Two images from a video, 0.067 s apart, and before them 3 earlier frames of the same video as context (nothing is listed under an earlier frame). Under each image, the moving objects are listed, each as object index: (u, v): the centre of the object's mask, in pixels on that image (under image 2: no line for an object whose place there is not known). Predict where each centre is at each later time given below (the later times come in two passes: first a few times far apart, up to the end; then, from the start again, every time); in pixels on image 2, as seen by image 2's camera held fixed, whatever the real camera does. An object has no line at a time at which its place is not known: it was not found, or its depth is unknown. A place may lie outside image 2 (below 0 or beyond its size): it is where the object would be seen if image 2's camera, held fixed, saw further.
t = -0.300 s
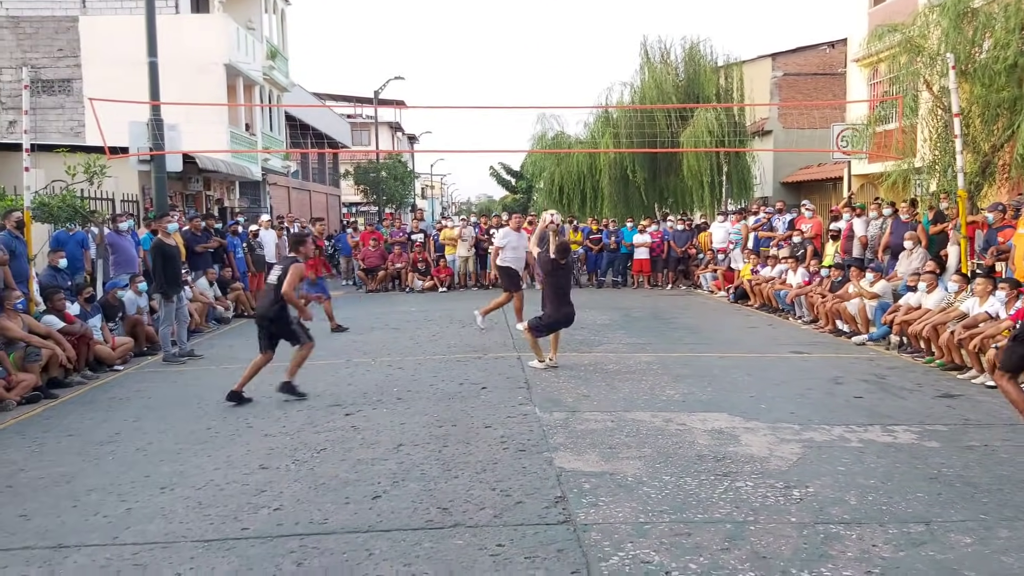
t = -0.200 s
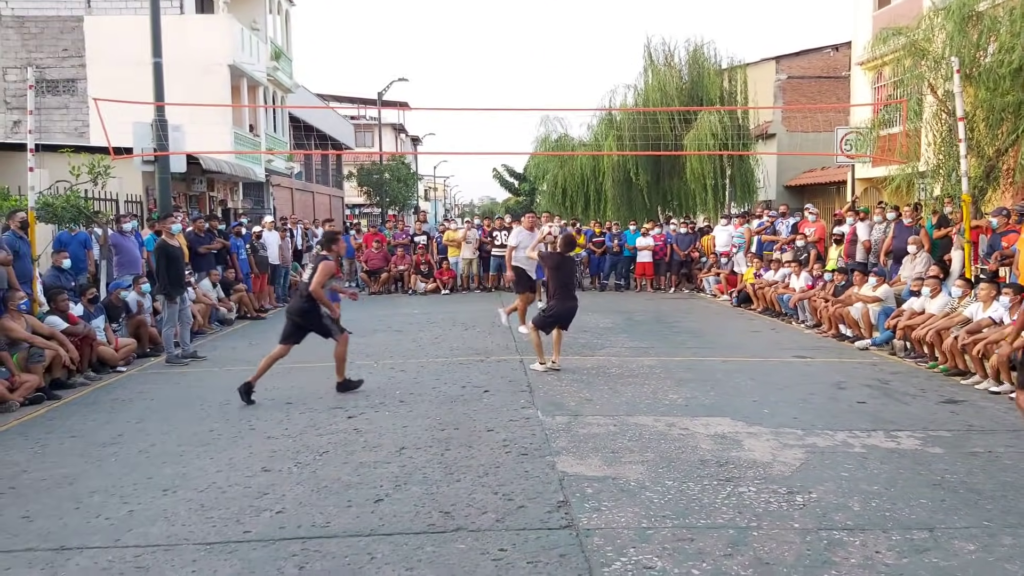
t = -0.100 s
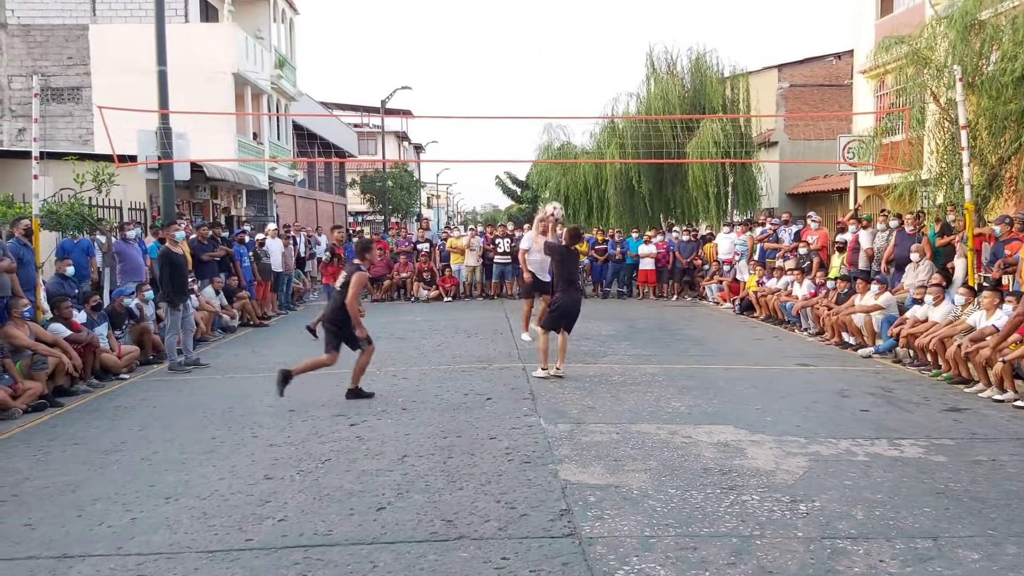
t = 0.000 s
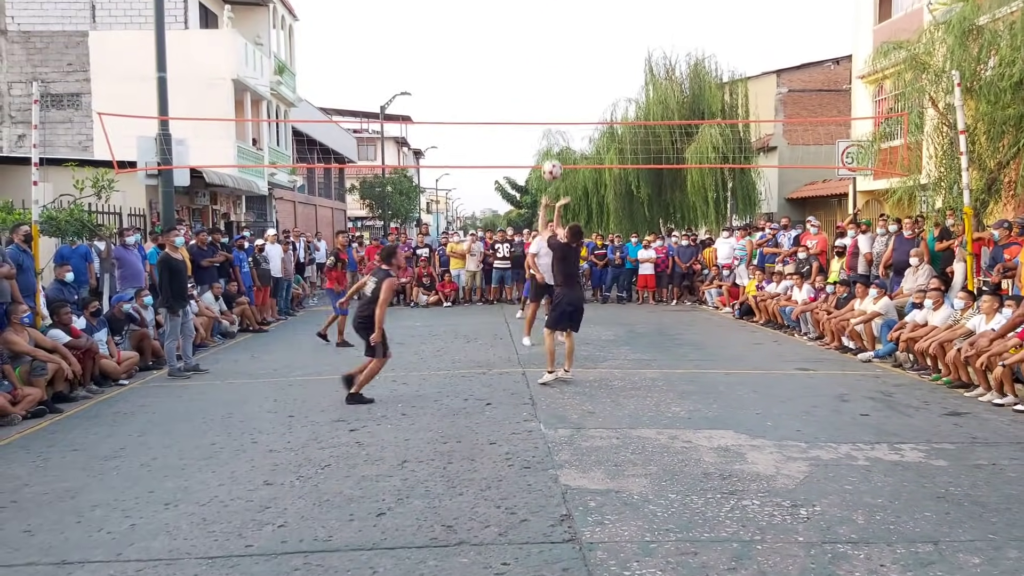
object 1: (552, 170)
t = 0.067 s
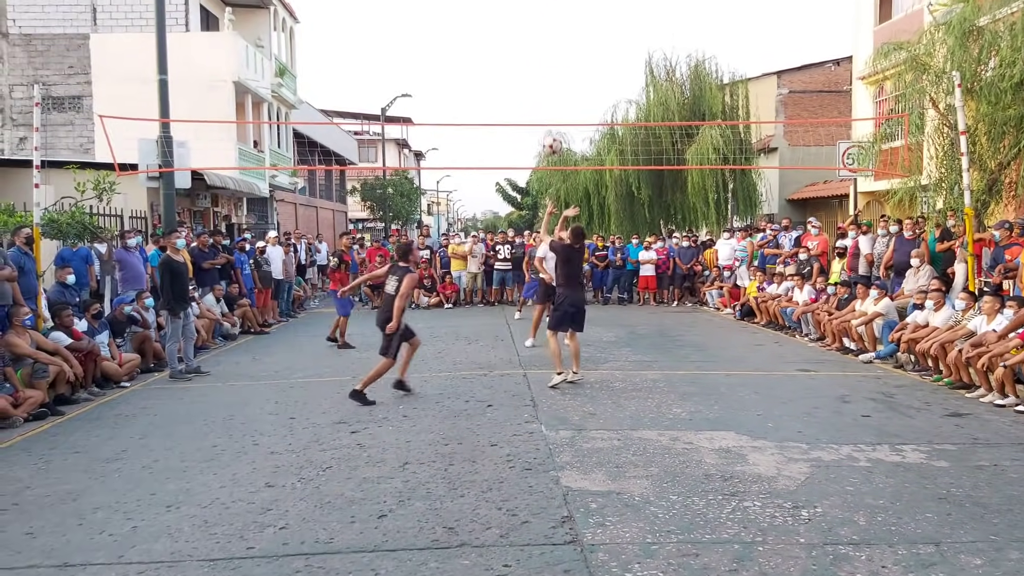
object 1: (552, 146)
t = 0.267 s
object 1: (550, 87)
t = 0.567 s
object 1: (548, 72)
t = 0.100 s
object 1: (552, 133)
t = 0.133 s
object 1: (551, 122)
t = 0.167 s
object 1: (551, 111)
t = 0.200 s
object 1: (551, 103)
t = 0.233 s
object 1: (551, 94)
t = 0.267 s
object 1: (550, 87)
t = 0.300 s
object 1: (550, 81)
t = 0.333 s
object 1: (550, 76)
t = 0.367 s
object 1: (549, 72)
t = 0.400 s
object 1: (549, 70)
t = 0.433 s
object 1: (549, 68)
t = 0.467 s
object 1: (549, 68)
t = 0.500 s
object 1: (548, 68)
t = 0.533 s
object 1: (548, 70)
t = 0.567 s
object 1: (548, 72)
